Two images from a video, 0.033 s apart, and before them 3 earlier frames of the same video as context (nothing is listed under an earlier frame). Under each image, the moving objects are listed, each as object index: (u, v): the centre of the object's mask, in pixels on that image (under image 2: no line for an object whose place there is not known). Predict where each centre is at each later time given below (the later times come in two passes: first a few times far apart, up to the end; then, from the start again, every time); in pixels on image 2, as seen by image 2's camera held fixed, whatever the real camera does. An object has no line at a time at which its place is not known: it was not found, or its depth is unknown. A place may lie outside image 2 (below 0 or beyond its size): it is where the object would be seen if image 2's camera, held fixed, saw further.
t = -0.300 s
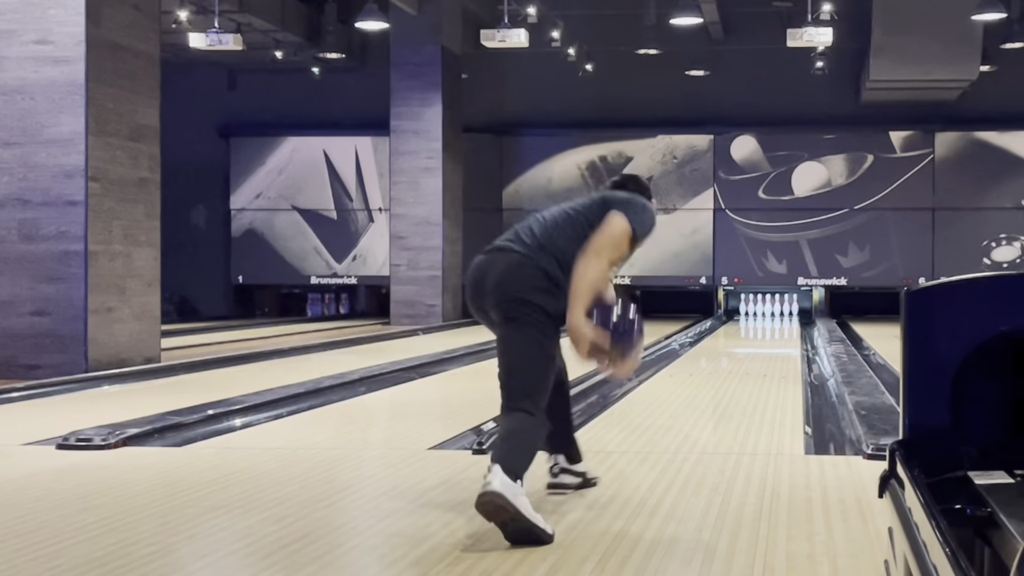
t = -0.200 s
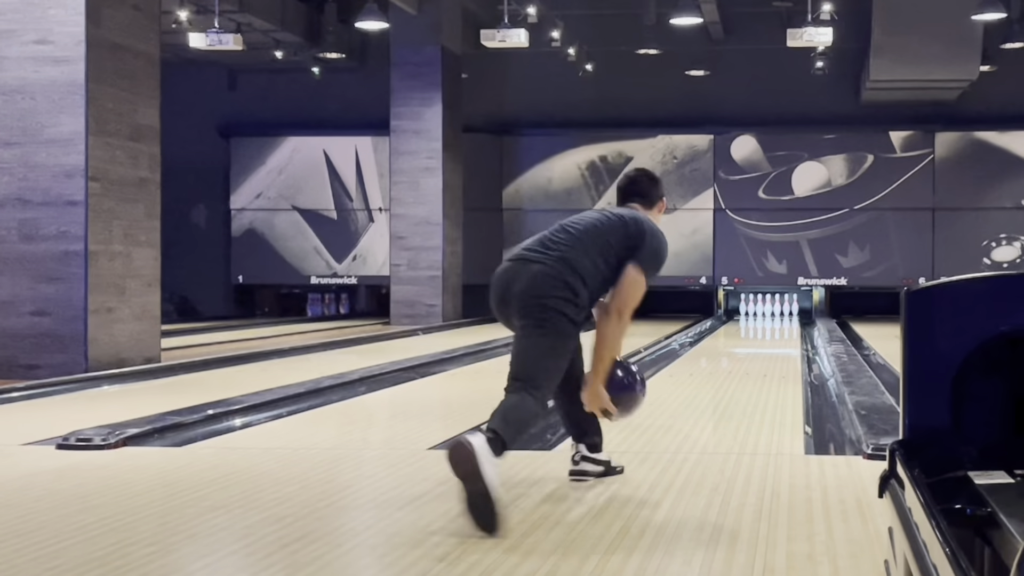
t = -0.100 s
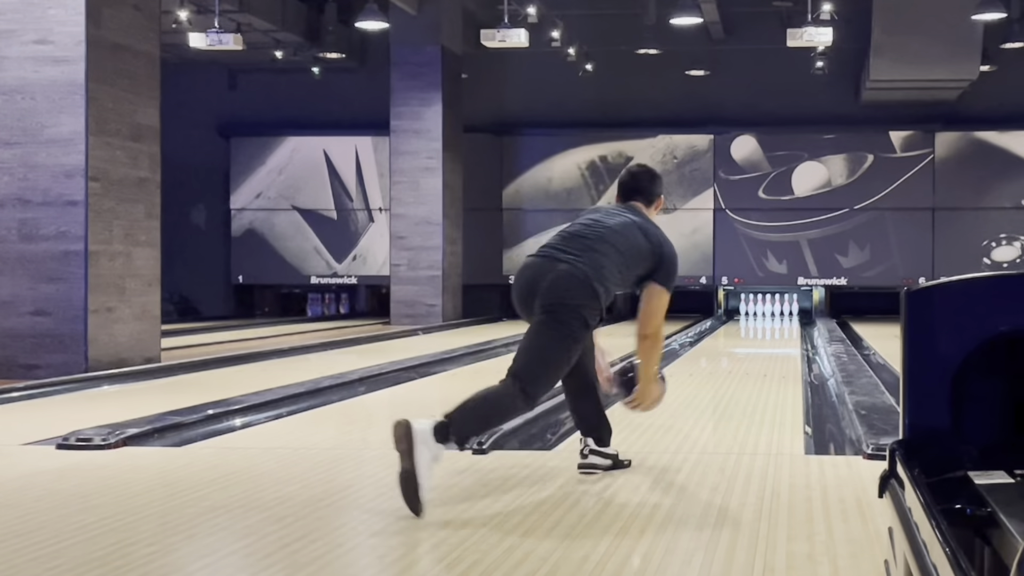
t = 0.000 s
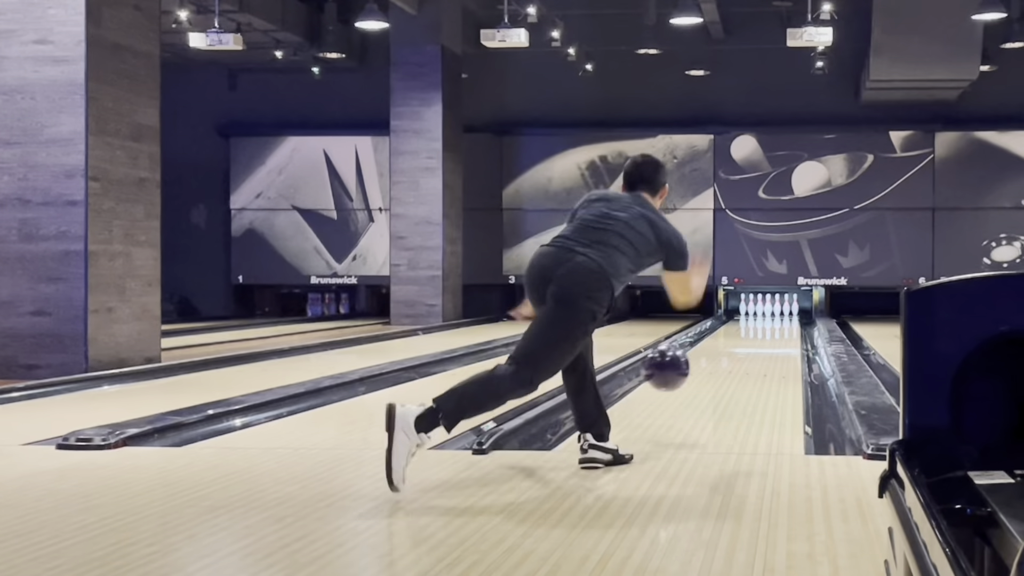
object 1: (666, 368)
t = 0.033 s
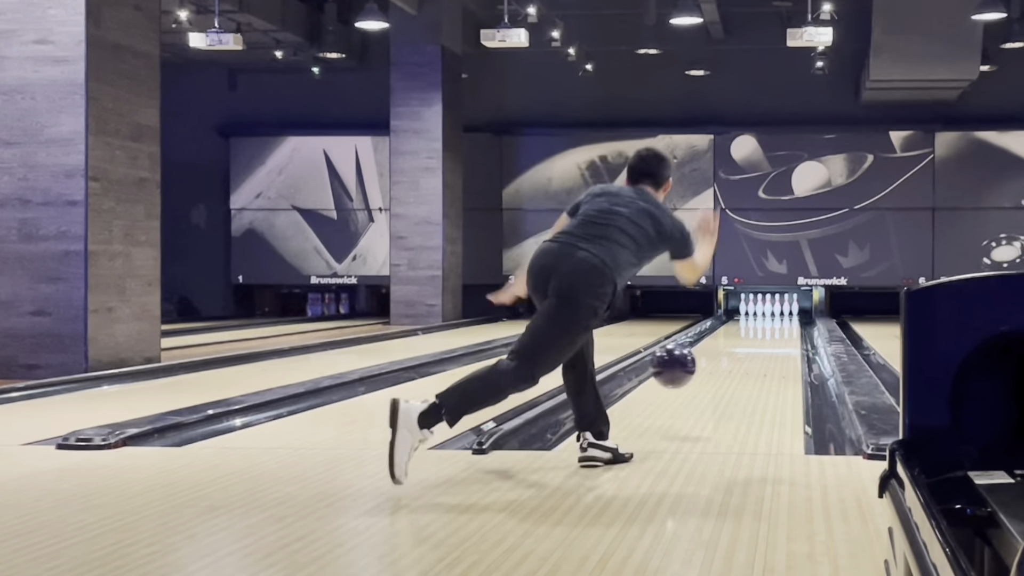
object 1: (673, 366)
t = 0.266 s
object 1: (713, 378)
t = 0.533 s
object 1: (742, 363)
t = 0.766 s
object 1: (758, 351)
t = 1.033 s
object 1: (771, 341)
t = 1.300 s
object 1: (780, 333)
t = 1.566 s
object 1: (786, 327)
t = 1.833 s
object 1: (789, 321)
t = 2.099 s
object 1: (790, 318)
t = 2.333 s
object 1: (786, 315)
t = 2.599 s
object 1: (777, 312)
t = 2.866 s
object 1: (772, 310)
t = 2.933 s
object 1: (772, 310)
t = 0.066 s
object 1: (680, 367)
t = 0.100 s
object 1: (686, 369)
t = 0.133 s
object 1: (692, 374)
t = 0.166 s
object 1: (698, 380)
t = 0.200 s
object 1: (703, 388)
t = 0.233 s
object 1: (709, 384)
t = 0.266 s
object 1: (713, 378)
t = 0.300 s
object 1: (718, 377)
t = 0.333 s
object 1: (722, 377)
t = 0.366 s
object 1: (726, 374)
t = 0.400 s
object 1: (729, 372)
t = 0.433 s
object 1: (733, 370)
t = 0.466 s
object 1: (736, 367)
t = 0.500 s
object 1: (739, 365)
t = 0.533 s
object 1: (742, 363)
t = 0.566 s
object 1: (745, 361)
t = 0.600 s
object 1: (747, 359)
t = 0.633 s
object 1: (750, 357)
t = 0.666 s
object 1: (752, 356)
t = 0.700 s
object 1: (754, 354)
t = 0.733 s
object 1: (756, 353)
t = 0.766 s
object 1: (758, 351)
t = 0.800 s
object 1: (760, 350)
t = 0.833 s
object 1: (762, 348)
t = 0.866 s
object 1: (764, 347)
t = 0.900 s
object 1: (766, 346)
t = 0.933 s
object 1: (767, 344)
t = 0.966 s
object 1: (769, 343)
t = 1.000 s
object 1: (770, 342)
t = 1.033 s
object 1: (771, 341)
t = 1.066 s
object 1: (773, 340)
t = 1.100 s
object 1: (774, 338)
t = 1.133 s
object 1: (775, 337)
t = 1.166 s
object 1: (776, 337)
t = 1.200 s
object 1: (777, 336)
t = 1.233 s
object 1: (779, 335)
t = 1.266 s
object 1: (780, 334)
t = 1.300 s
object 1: (780, 333)
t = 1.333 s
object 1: (781, 332)
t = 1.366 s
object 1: (782, 331)
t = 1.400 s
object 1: (783, 330)
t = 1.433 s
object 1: (784, 329)
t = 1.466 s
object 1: (784, 329)
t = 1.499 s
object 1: (785, 328)
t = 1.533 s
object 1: (786, 327)
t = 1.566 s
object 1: (786, 327)
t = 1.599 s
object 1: (787, 326)
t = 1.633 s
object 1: (787, 325)
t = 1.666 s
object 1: (788, 324)
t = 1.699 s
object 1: (788, 324)
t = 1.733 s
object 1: (788, 323)
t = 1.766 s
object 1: (789, 322)
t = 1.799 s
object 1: (789, 322)
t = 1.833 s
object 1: (789, 321)
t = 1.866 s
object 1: (790, 321)
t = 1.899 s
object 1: (790, 320)
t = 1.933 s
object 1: (790, 320)
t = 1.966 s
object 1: (790, 319)
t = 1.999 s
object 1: (790, 319)
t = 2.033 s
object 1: (790, 318)
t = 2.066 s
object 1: (790, 318)
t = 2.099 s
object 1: (790, 318)
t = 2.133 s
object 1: (789, 317)
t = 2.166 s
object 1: (789, 317)
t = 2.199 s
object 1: (788, 316)
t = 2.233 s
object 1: (788, 316)
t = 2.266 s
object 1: (787, 315)
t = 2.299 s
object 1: (787, 315)
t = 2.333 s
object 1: (786, 315)
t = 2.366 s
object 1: (785, 314)
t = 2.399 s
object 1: (784, 314)
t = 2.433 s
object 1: (783, 314)
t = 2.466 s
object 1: (782, 313)
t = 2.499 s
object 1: (781, 313)
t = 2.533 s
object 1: (779, 313)
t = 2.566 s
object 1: (778, 312)
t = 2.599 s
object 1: (777, 312)
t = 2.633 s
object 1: (777, 312)
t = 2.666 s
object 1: (775, 312)
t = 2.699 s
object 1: (775, 311)
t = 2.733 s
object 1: (773, 311)
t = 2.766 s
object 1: (772, 311)
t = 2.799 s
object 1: (773, 311)
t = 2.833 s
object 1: (773, 311)
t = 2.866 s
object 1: (772, 310)
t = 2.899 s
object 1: (772, 310)
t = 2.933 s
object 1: (772, 310)
